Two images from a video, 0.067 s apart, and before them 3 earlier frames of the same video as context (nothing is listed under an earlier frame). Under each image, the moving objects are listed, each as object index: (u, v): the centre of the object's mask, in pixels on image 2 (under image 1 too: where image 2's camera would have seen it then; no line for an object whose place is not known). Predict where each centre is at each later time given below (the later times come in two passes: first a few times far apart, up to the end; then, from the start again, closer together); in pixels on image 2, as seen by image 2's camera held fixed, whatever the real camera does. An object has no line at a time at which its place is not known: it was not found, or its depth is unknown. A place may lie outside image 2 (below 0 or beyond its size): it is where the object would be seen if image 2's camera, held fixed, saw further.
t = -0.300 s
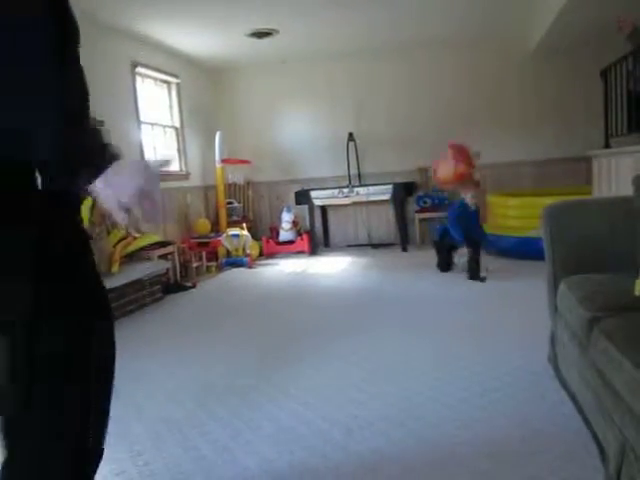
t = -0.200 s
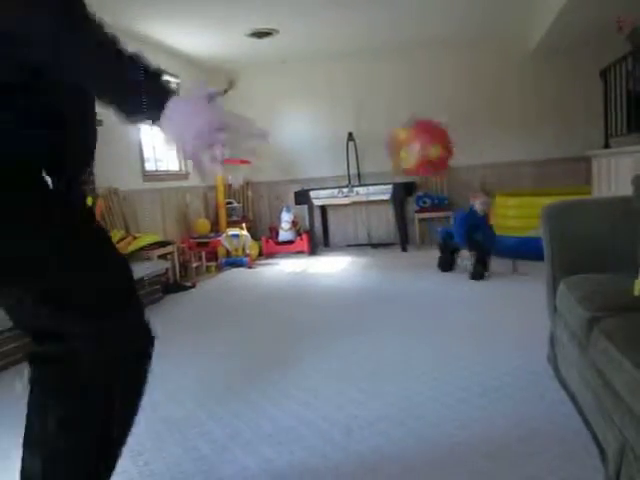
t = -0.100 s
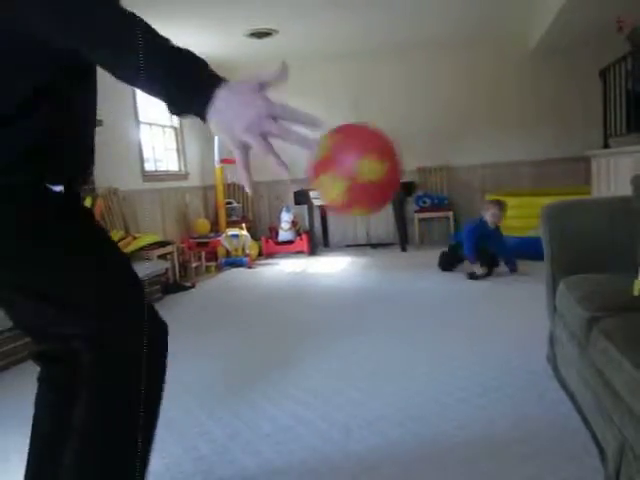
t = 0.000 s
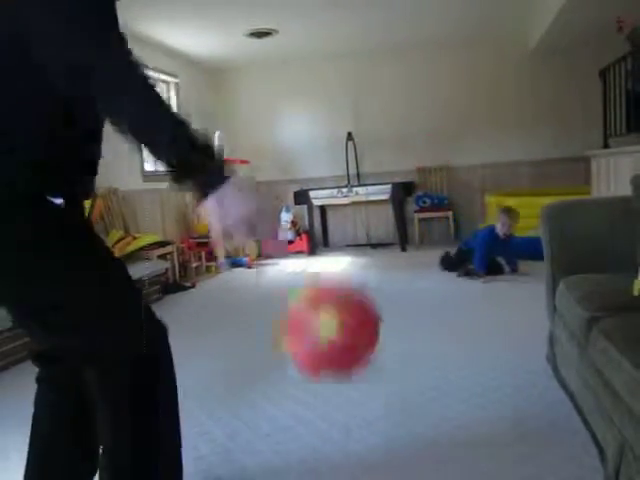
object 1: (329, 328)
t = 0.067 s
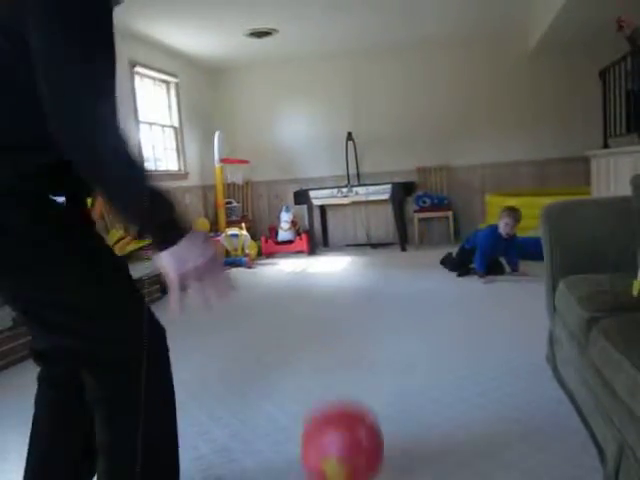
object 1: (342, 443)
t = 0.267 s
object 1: (342, 289)
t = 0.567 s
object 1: (344, 181)
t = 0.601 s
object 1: (344, 185)
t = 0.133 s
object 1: (347, 457)
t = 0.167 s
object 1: (345, 410)
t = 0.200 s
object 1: (343, 361)
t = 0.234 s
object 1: (342, 323)
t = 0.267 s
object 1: (342, 289)
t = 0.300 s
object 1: (341, 256)
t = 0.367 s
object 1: (340, 213)
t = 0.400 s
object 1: (341, 198)
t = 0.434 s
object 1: (341, 187)
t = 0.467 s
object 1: (340, 181)
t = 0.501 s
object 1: (343, 179)
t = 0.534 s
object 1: (343, 178)
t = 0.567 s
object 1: (344, 181)
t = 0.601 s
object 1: (344, 185)
